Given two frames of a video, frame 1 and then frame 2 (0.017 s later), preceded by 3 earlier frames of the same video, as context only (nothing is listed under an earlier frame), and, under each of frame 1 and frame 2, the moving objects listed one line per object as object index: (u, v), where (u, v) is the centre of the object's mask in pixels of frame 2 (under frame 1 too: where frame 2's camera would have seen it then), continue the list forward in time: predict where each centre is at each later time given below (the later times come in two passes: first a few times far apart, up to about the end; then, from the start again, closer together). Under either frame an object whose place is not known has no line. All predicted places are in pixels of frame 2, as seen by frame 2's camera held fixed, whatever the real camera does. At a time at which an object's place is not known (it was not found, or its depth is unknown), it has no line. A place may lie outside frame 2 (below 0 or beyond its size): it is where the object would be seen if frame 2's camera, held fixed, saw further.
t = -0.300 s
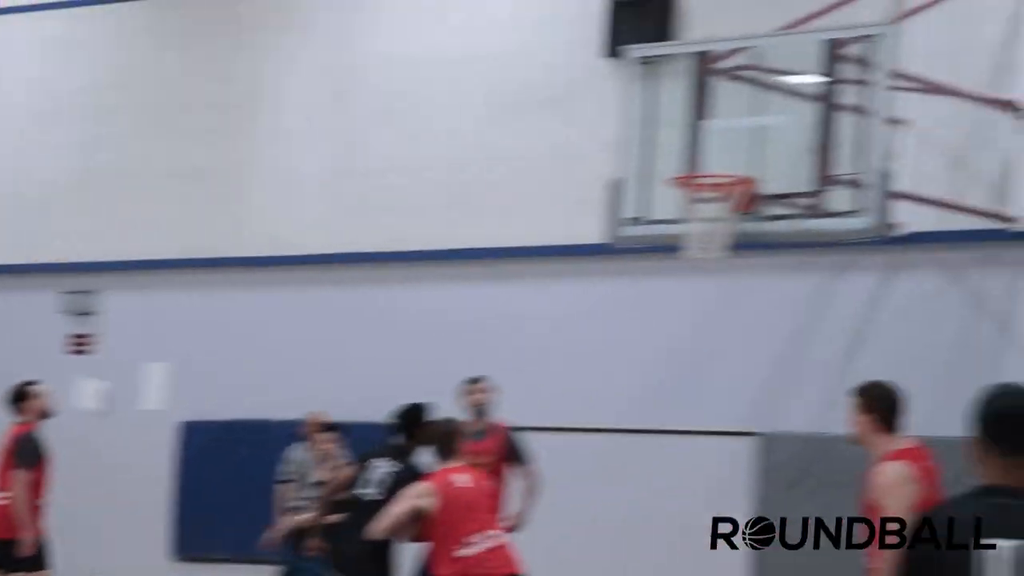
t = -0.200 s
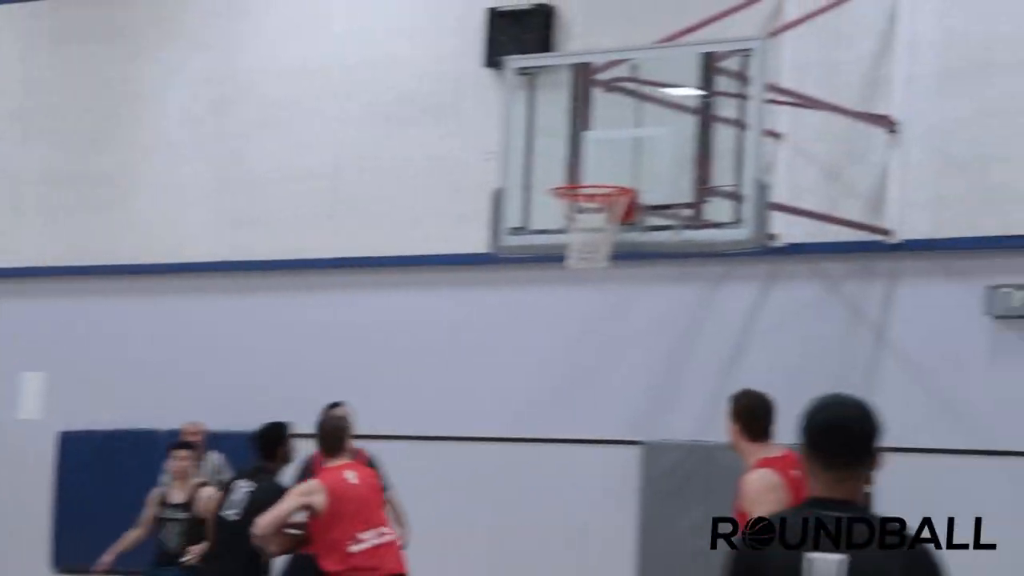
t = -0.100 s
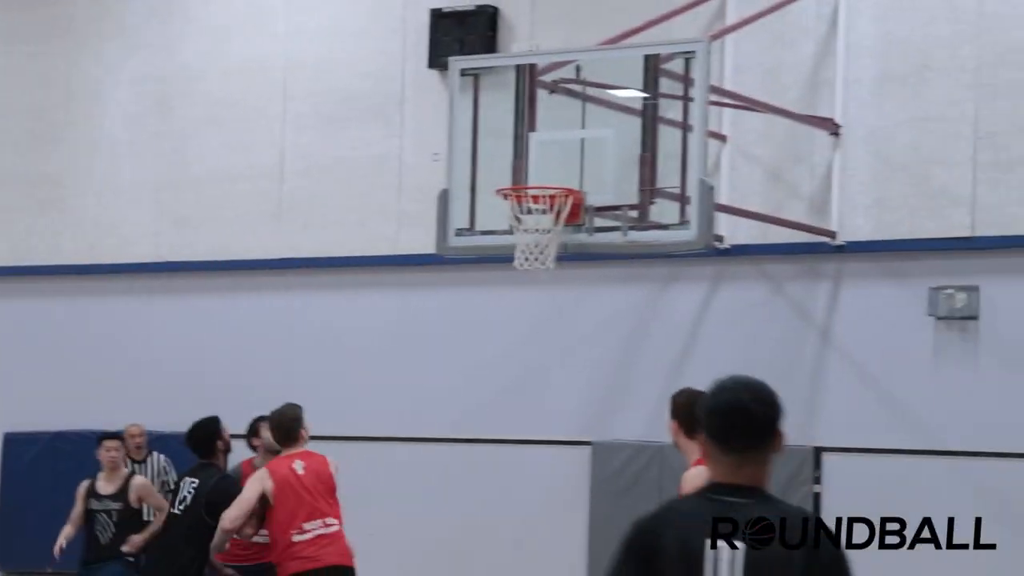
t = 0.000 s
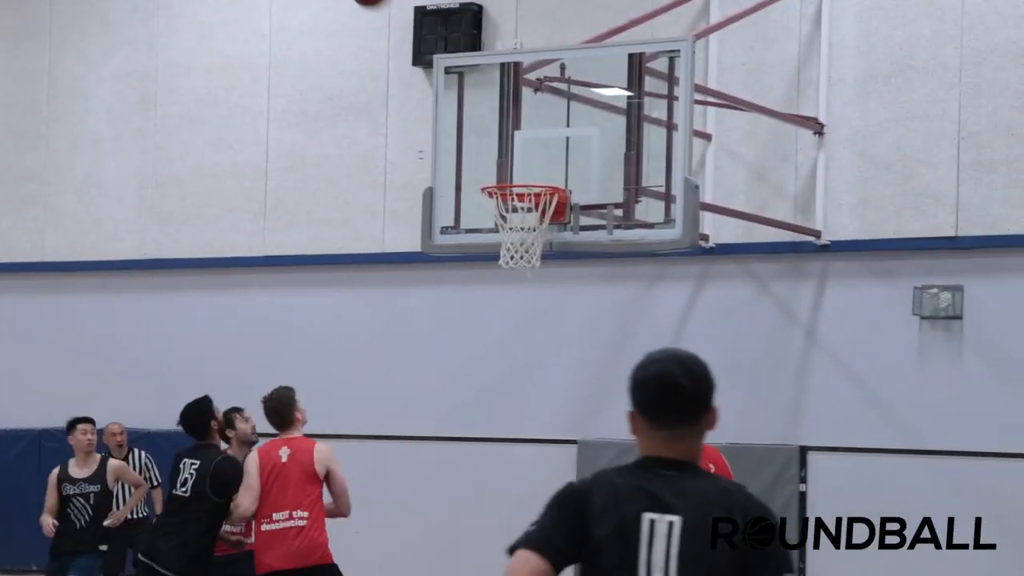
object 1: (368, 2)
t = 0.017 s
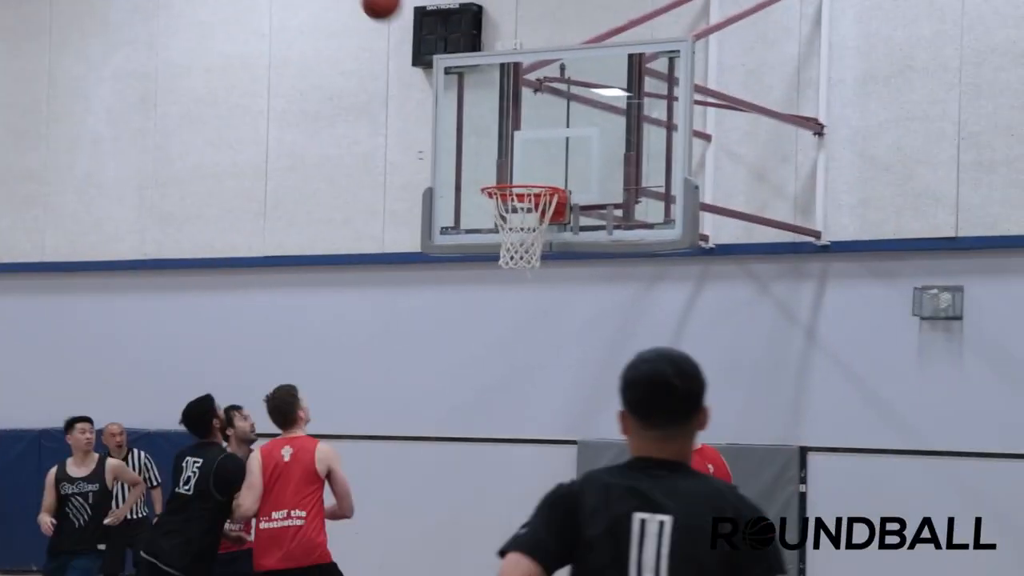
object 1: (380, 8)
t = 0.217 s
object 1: (499, 172)
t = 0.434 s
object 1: (551, 244)
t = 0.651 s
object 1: (557, 308)
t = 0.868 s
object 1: (562, 461)
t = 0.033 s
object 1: (391, 14)
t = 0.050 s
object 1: (403, 26)
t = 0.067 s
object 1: (414, 40)
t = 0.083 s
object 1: (423, 53)
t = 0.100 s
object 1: (432, 66)
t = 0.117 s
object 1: (442, 81)
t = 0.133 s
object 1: (452, 96)
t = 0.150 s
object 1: (462, 112)
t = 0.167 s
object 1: (471, 126)
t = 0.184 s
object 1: (481, 142)
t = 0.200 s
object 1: (490, 158)
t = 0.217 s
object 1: (499, 172)
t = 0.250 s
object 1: (514, 205)
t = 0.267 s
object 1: (523, 221)
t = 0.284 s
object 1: (527, 224)
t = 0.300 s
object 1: (536, 232)
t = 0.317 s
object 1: (538, 233)
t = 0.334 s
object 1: (539, 233)
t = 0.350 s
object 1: (540, 235)
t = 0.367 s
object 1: (541, 243)
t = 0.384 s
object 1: (543, 242)
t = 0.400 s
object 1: (546, 243)
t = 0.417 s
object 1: (549, 243)
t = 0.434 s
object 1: (551, 244)
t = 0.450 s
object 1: (552, 246)
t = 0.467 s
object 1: (553, 248)
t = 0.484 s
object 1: (554, 251)
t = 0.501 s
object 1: (554, 254)
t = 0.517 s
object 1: (555, 258)
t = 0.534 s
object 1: (555, 261)
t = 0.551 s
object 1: (555, 266)
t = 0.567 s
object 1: (555, 271)
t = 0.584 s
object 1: (556, 278)
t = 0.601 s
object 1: (556, 285)
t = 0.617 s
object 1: (557, 292)
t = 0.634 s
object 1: (557, 300)
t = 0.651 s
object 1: (557, 308)
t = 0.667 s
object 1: (557, 317)
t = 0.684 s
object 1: (558, 326)
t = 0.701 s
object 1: (558, 336)
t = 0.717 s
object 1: (559, 347)
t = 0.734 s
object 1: (560, 358)
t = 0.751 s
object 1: (560, 369)
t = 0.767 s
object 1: (560, 380)
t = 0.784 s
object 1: (560, 392)
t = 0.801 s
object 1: (561, 405)
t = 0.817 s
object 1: (561, 419)
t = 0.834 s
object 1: (561, 432)
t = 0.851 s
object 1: (561, 446)
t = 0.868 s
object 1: (562, 461)
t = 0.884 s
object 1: (563, 477)
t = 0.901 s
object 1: (563, 493)
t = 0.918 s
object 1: (563, 509)
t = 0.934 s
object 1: (564, 526)
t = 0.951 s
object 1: (564, 543)
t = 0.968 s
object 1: (564, 561)
